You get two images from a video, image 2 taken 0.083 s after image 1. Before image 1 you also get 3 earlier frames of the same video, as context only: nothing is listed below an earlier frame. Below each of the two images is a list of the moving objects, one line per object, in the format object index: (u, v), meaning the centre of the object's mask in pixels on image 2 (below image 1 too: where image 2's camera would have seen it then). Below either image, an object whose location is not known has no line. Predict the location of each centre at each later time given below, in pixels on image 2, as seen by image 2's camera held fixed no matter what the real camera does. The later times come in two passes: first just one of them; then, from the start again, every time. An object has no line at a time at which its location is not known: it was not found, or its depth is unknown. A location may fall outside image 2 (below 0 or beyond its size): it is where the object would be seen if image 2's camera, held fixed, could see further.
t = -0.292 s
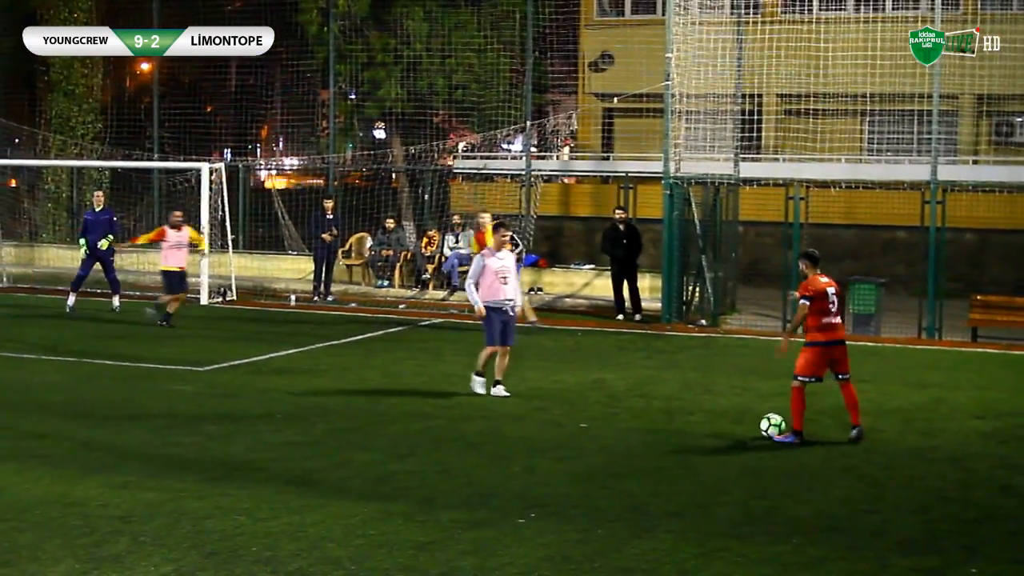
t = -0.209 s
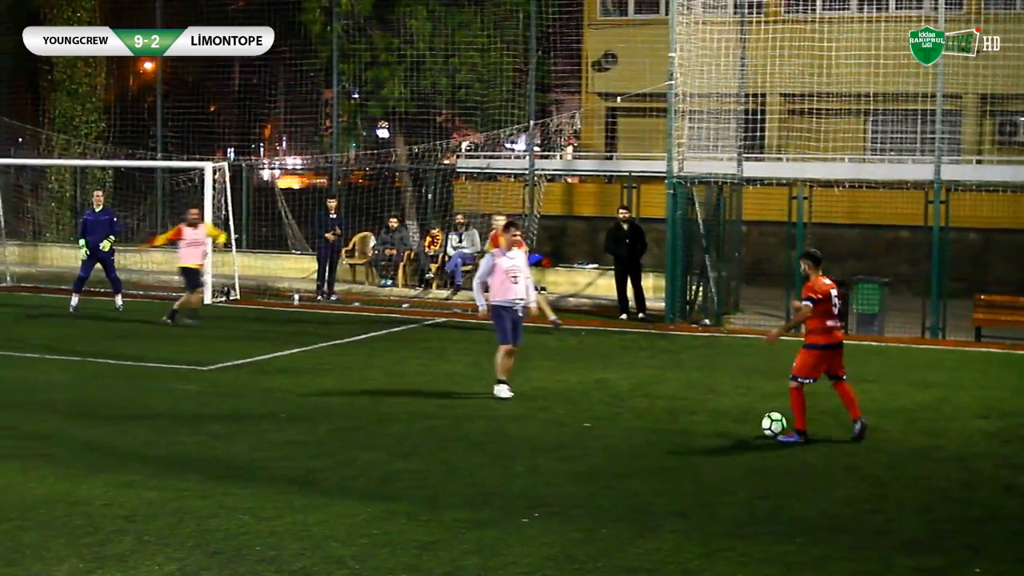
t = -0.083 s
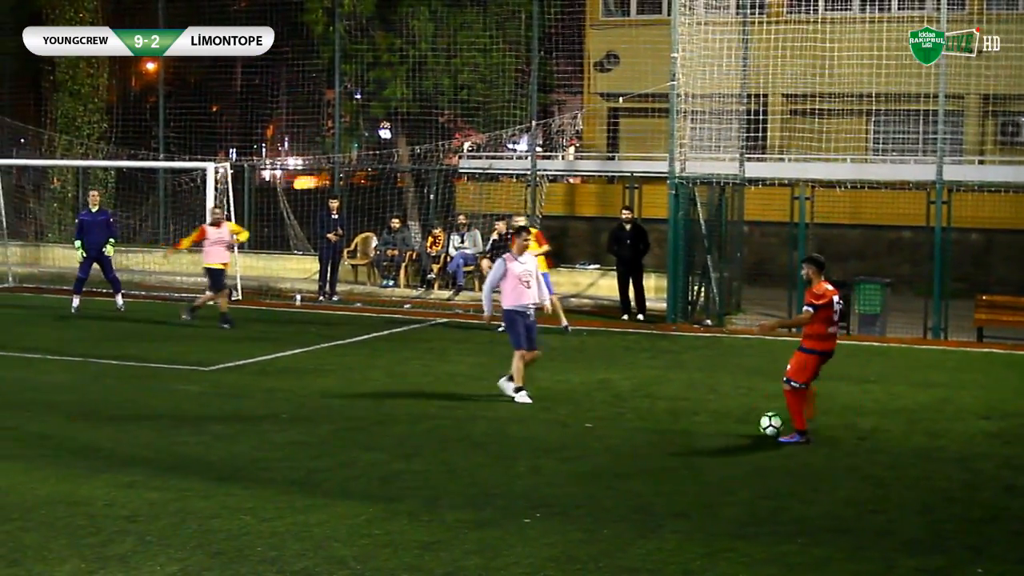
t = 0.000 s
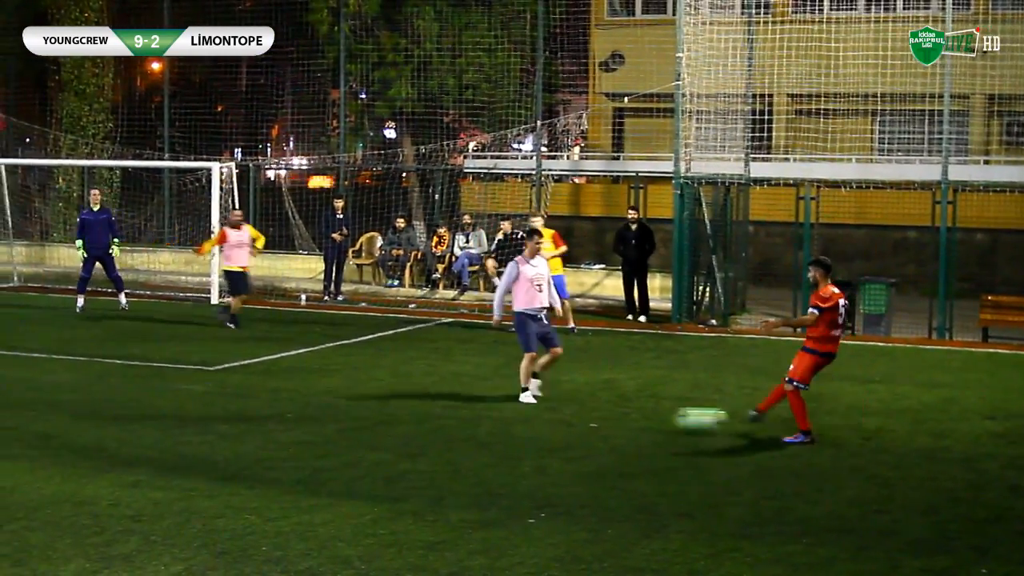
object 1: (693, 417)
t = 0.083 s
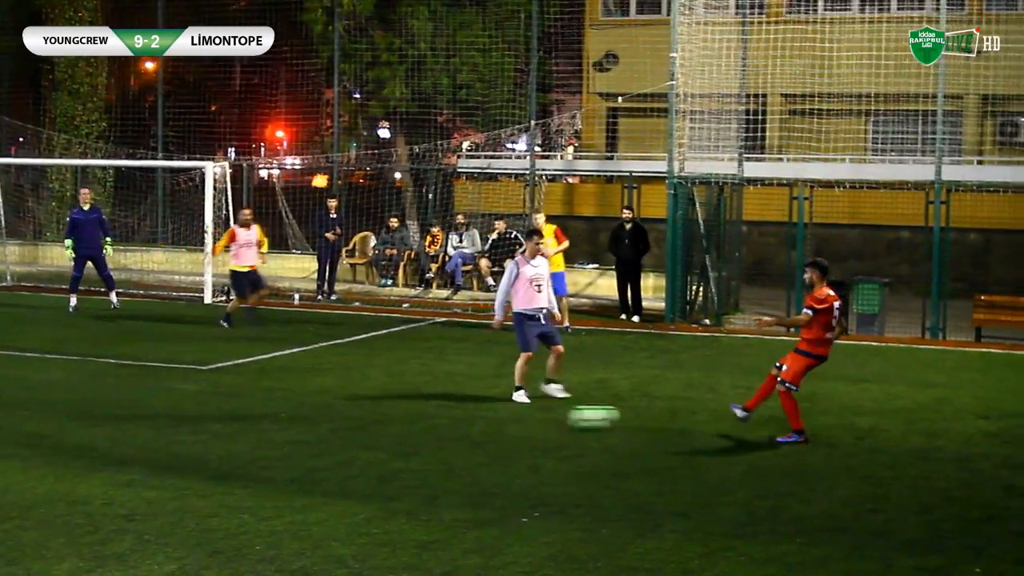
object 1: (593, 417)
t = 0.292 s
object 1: (372, 407)
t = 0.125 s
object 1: (546, 414)
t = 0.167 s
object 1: (499, 411)
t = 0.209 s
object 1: (455, 410)
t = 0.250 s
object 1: (412, 410)
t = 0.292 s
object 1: (372, 407)
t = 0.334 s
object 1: (336, 405)
